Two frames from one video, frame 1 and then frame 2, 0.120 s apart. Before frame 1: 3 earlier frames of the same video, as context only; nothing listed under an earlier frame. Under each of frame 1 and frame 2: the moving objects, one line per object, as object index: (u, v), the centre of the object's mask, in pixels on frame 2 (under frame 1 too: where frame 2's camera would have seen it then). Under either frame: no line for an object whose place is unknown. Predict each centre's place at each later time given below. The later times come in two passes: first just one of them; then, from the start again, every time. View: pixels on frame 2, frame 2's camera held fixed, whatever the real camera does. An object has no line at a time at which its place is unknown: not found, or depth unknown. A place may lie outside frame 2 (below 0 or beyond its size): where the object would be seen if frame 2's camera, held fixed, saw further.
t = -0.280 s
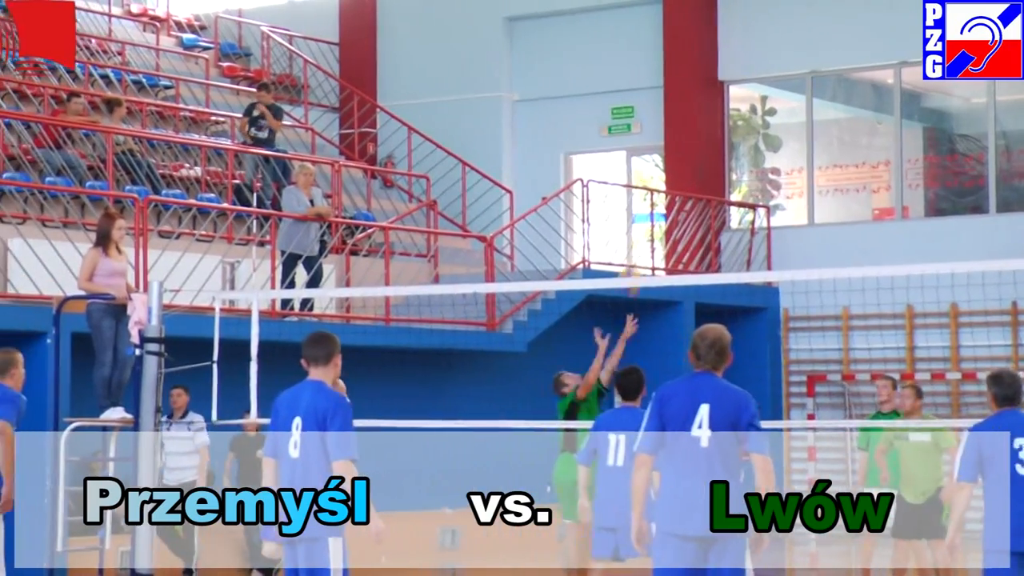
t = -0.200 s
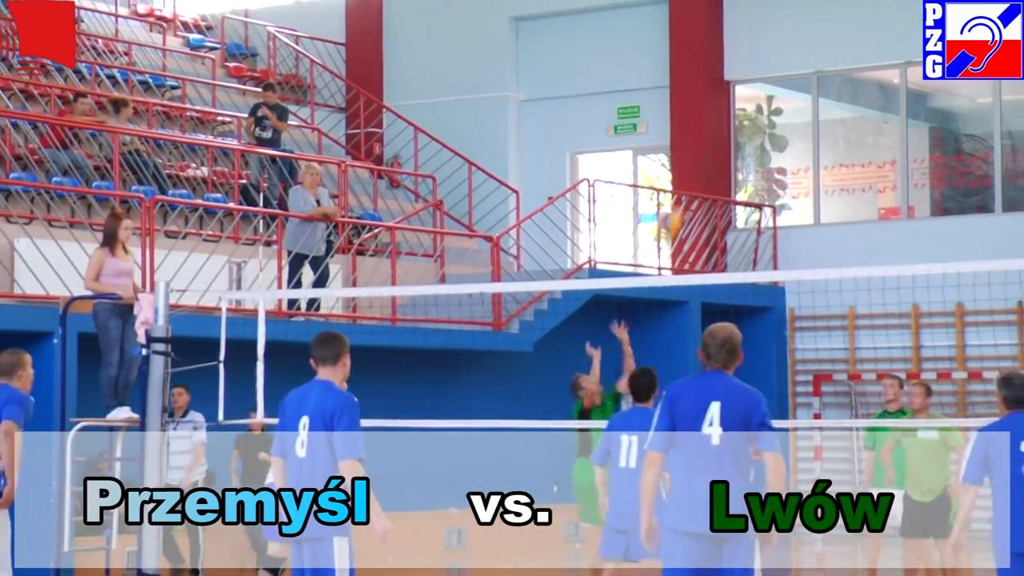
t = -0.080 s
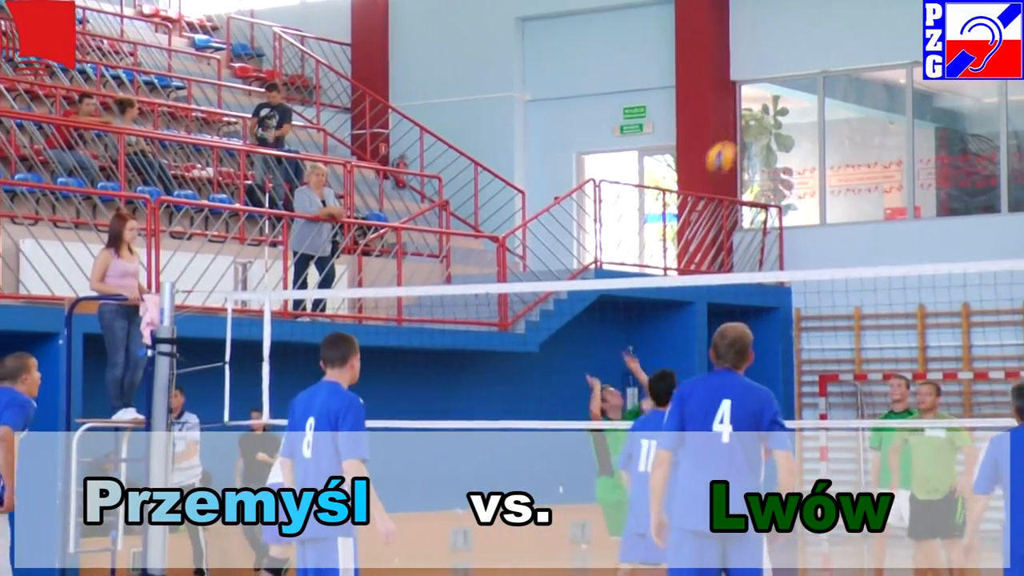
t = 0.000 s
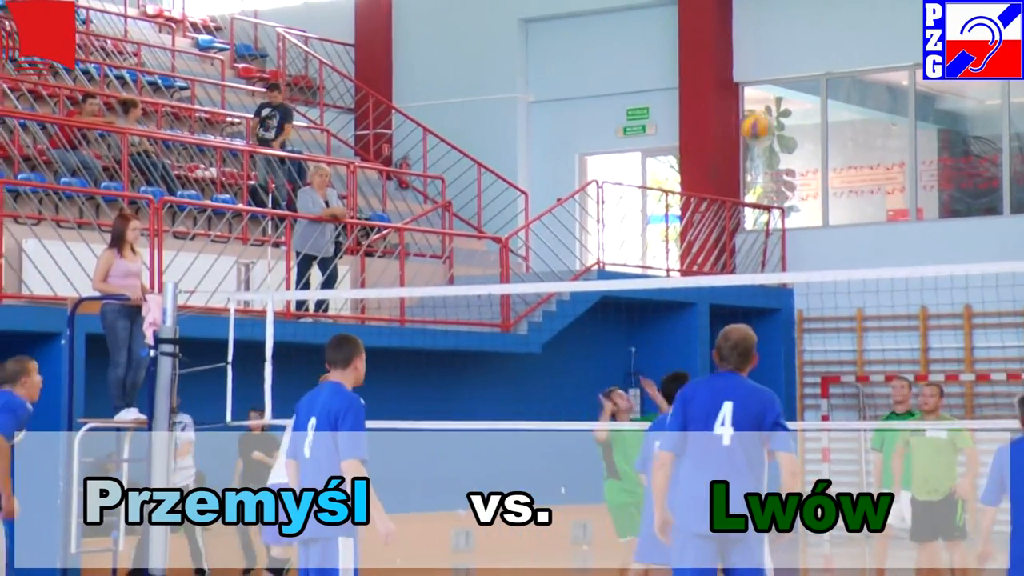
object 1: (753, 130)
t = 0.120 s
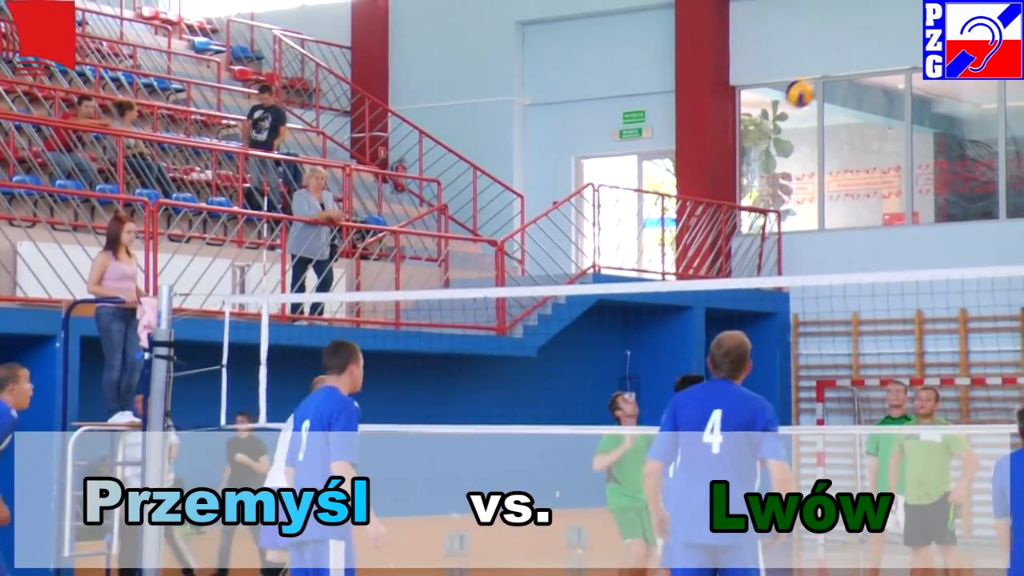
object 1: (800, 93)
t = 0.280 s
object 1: (864, 76)
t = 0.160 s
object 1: (815, 86)
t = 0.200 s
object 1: (831, 80)
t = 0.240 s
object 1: (847, 78)
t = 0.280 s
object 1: (864, 76)
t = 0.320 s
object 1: (880, 76)
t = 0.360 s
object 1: (896, 79)
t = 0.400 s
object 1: (913, 85)
